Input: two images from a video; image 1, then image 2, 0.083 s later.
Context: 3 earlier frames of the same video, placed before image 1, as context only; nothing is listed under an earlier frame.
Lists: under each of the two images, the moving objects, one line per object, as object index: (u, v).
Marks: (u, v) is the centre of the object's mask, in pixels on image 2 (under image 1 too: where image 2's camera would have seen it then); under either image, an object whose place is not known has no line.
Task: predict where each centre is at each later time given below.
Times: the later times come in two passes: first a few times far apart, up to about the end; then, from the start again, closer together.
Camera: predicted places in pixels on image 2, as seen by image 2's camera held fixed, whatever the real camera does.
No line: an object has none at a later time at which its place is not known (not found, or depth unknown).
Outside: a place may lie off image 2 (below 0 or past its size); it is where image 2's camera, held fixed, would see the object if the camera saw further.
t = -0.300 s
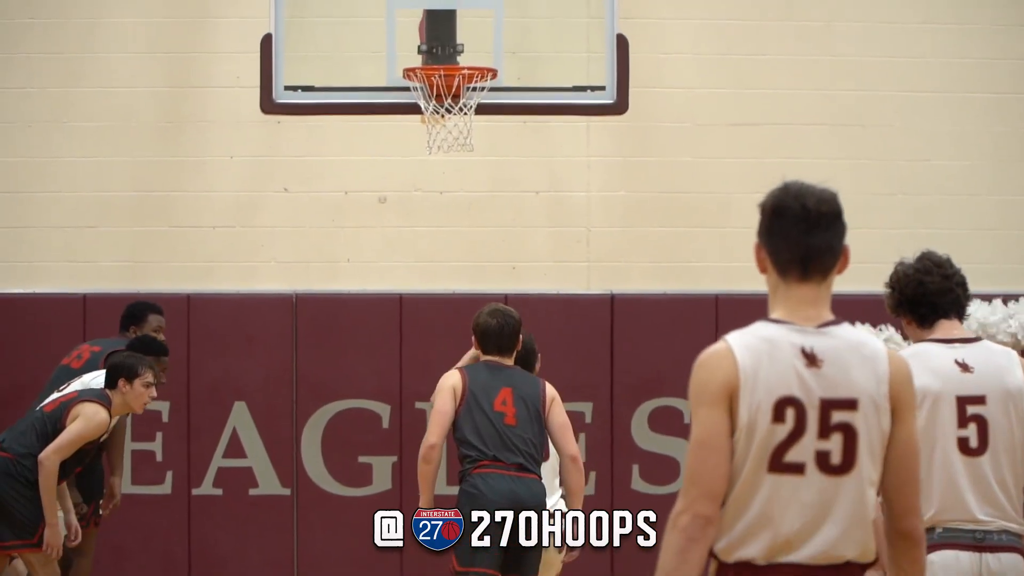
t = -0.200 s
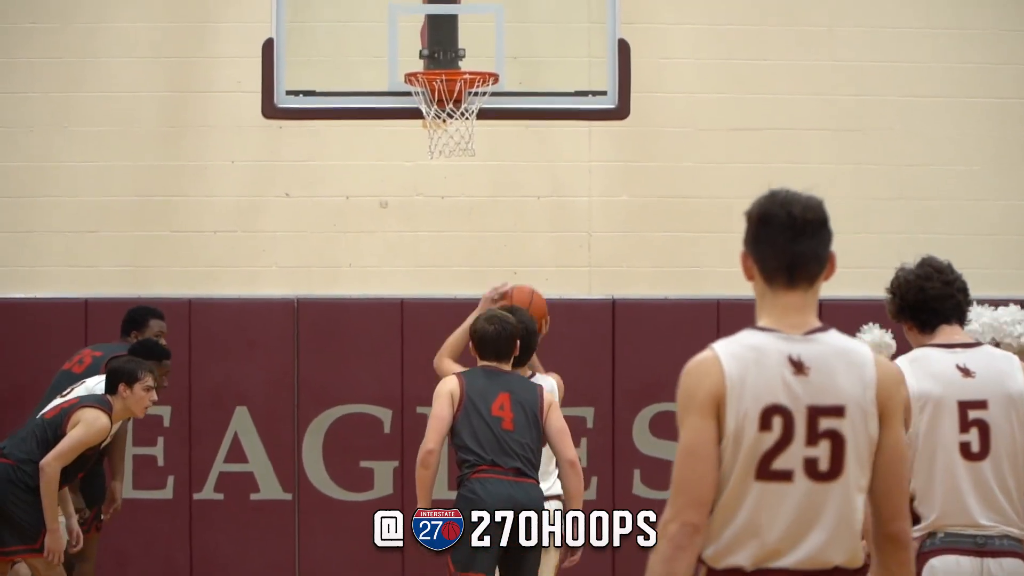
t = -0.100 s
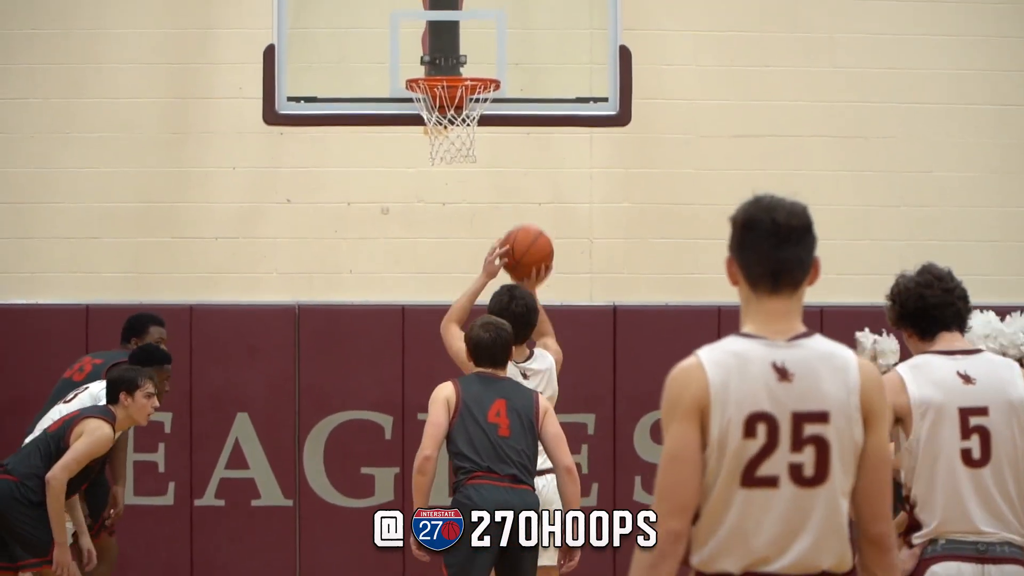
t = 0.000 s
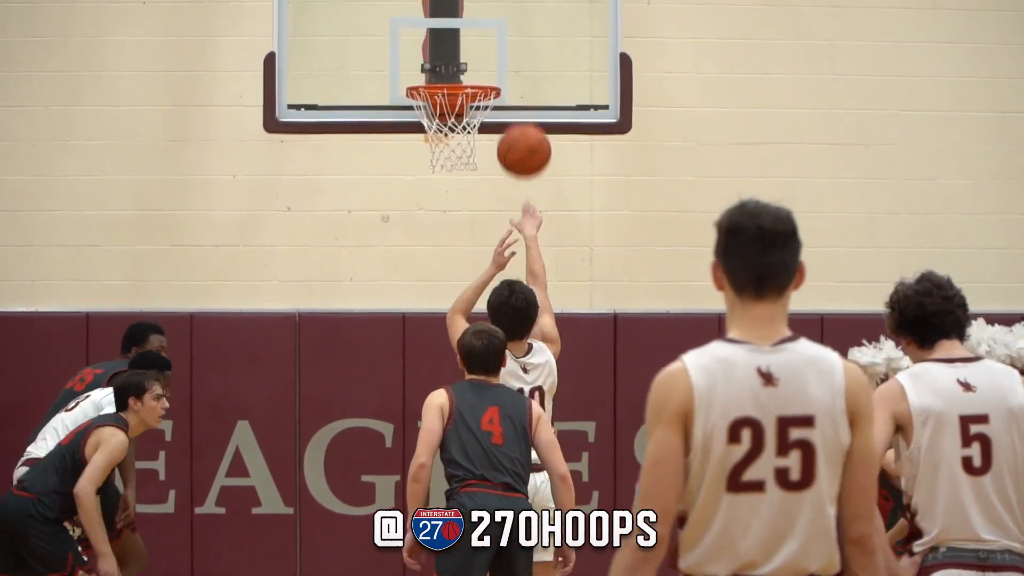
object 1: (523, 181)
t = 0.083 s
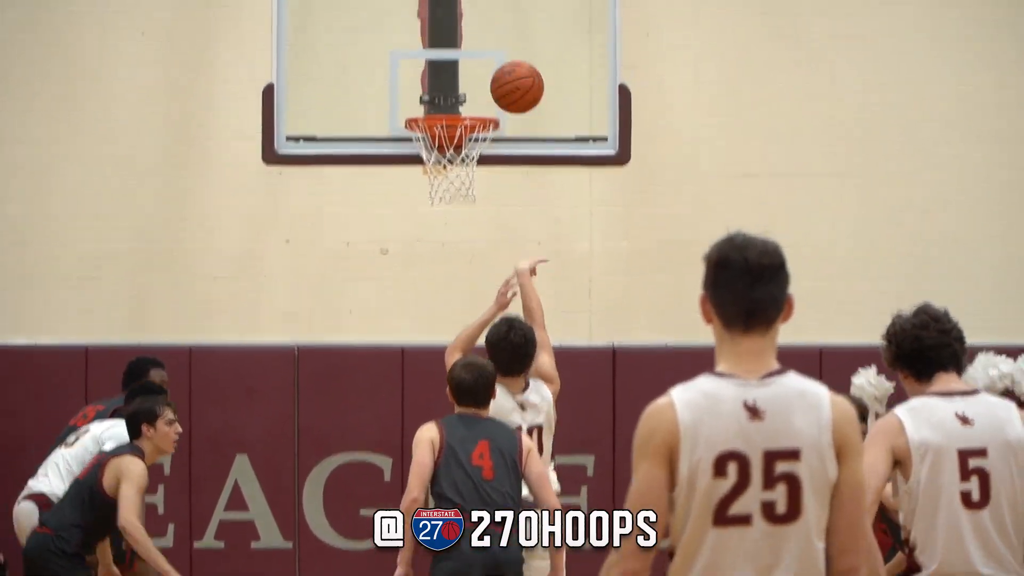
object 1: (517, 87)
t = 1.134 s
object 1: (470, 73)
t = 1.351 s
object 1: (493, 17)
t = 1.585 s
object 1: (520, 60)
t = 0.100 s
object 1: (516, 70)
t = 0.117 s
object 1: (515, 53)
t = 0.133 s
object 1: (513, 38)
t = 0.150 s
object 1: (512, 22)
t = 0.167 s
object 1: (511, 8)
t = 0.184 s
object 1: (510, -6)
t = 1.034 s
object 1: (464, 75)
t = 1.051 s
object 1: (463, 90)
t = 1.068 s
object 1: (463, 98)
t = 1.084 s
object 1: (465, 96)
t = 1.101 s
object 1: (467, 88)
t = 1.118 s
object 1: (468, 81)
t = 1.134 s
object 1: (470, 73)
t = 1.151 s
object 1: (472, 66)
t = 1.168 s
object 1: (474, 58)
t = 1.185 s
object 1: (475, 52)
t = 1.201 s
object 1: (477, 46)
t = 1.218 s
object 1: (479, 41)
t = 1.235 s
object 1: (481, 36)
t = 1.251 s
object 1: (483, 32)
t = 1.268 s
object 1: (484, 28)
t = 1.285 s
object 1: (486, 24)
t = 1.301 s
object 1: (488, 22)
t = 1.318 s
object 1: (490, 20)
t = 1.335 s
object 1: (491, 18)
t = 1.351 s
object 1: (493, 17)
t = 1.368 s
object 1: (495, 17)
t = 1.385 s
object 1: (497, 17)
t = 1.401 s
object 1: (499, 17)
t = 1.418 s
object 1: (501, 18)
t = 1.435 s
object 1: (502, 20)
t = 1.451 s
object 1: (504, 22)
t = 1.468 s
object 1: (506, 24)
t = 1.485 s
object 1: (508, 28)
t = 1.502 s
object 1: (510, 32)
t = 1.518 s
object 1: (512, 36)
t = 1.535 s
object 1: (514, 41)
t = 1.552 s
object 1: (516, 47)
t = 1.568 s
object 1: (518, 53)
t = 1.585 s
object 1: (520, 60)
